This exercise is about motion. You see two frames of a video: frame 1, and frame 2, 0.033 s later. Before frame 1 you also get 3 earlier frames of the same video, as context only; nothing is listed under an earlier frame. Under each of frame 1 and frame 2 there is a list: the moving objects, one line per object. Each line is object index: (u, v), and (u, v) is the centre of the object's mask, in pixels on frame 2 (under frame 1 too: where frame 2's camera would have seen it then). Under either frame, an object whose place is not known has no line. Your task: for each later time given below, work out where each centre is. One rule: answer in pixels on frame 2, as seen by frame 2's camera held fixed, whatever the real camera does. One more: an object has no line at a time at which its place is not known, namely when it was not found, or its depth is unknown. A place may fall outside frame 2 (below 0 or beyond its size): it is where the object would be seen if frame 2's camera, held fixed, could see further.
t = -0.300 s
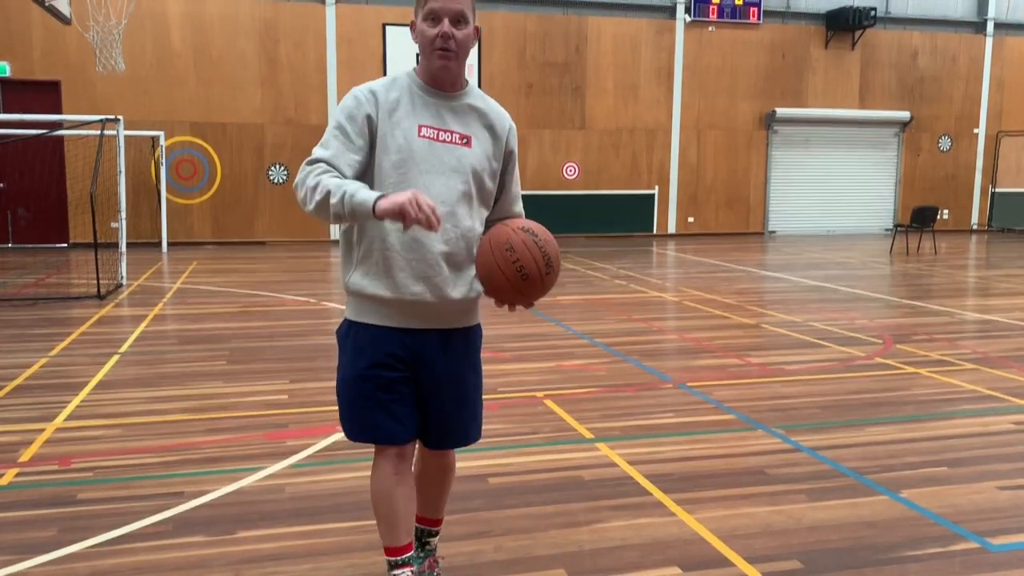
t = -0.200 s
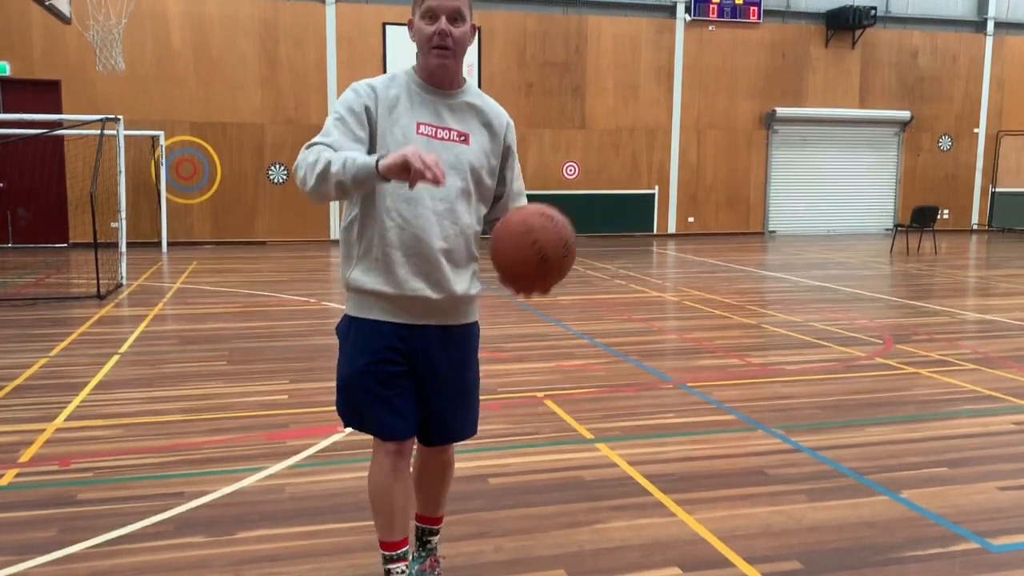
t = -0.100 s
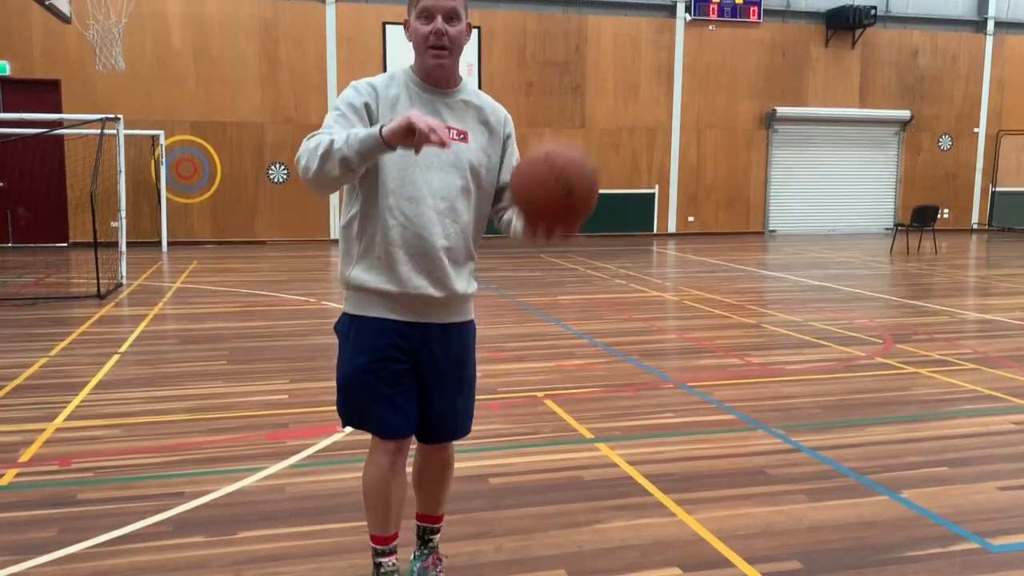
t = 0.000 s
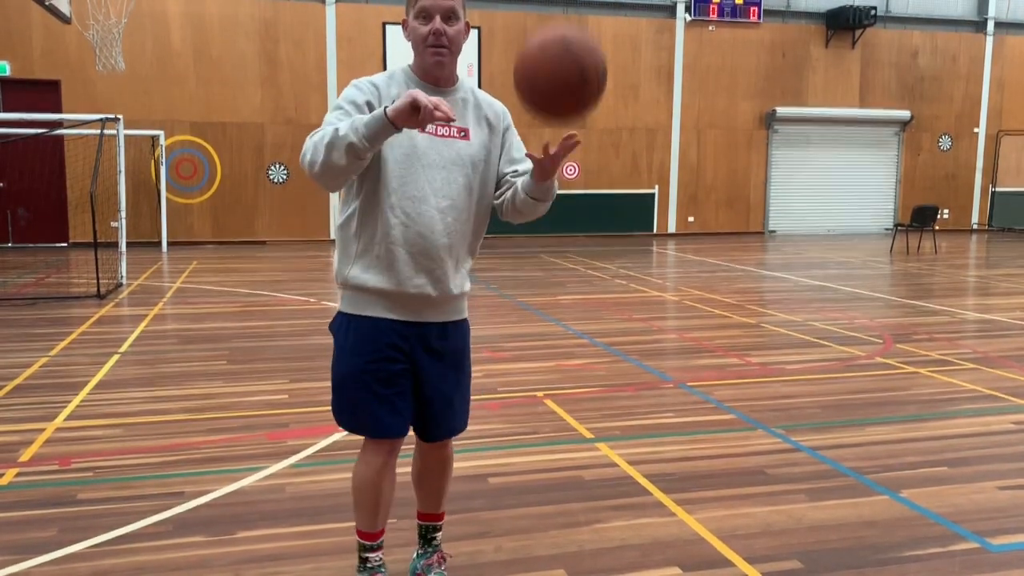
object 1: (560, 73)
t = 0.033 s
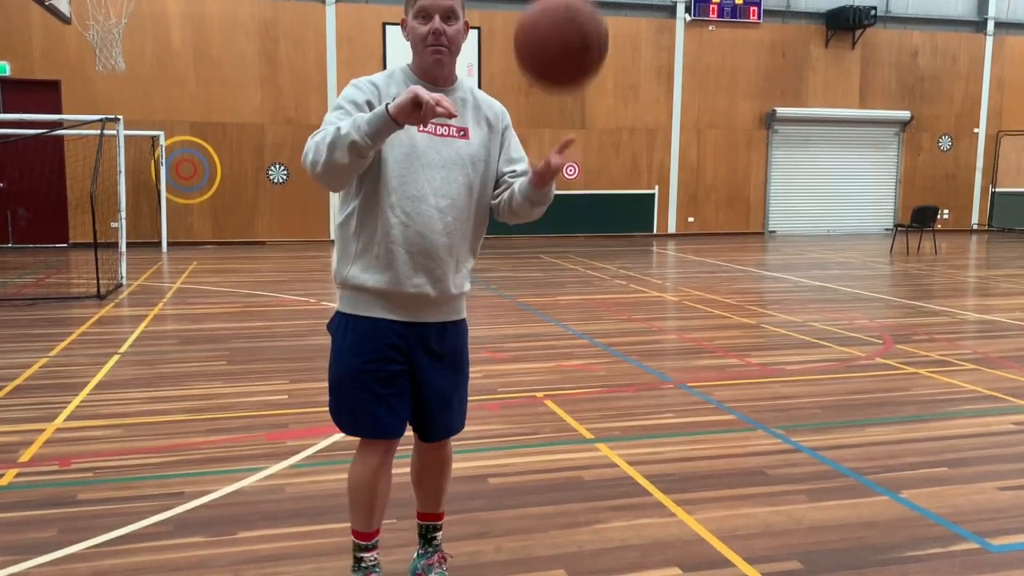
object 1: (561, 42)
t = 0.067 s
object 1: (561, 25)
